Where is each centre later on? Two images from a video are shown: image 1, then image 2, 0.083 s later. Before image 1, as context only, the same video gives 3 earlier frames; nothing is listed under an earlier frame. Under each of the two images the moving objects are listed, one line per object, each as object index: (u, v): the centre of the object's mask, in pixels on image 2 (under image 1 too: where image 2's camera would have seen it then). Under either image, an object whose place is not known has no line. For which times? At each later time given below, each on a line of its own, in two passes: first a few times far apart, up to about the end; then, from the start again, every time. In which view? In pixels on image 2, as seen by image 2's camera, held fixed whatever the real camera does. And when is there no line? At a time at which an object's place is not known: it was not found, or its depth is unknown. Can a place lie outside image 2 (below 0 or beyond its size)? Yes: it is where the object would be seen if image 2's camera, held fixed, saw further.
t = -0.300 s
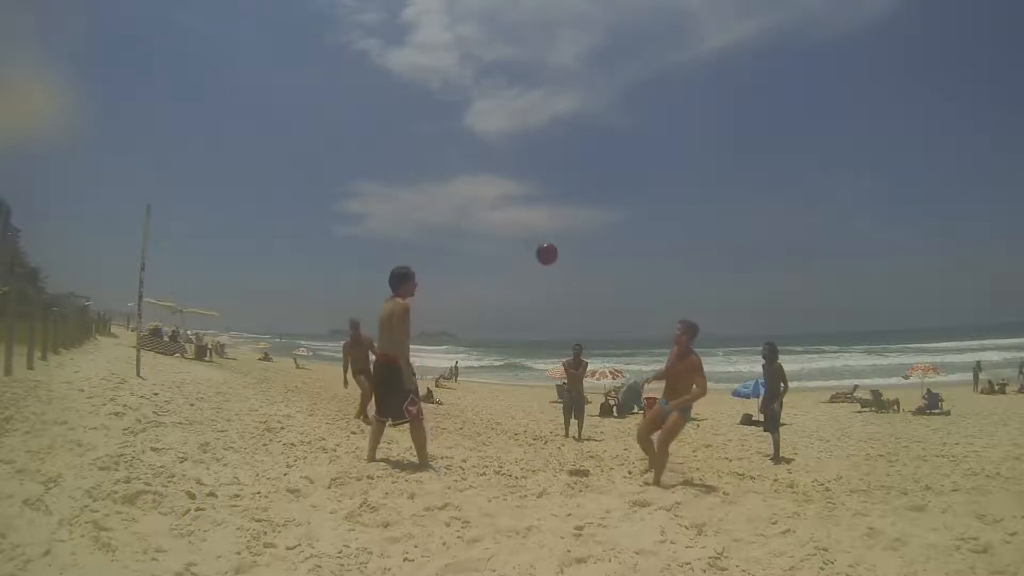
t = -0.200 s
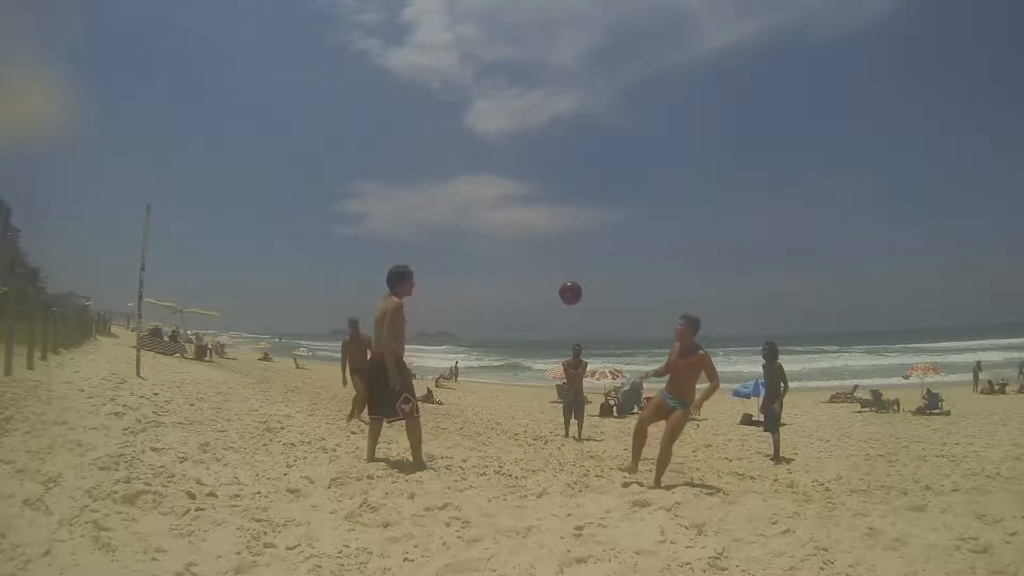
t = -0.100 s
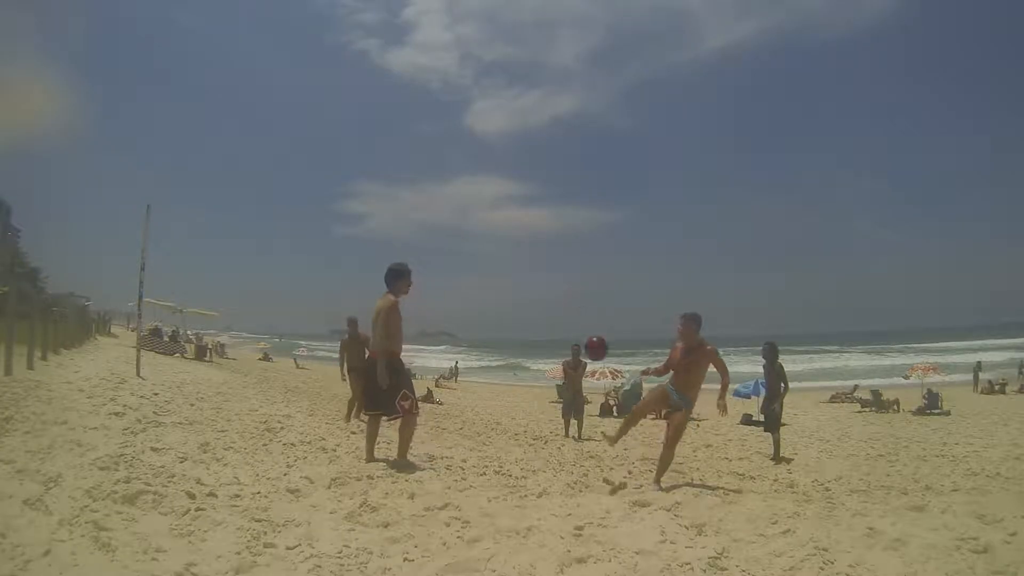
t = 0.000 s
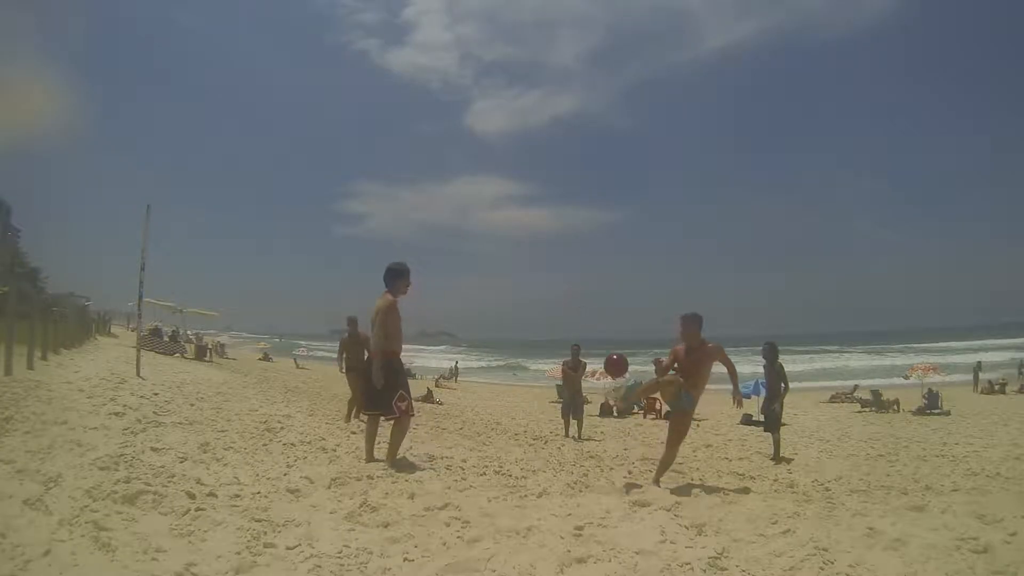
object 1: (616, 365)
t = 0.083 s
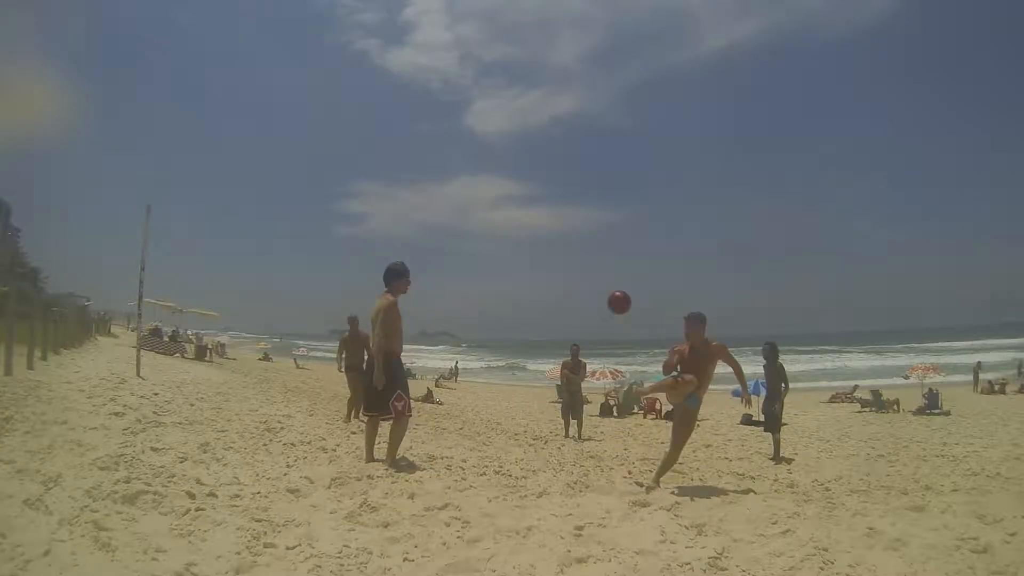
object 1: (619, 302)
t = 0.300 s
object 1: (622, 192)
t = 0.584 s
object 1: (626, 140)
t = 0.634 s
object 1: (628, 138)
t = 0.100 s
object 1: (620, 291)
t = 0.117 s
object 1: (620, 280)
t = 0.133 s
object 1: (620, 270)
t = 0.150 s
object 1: (621, 260)
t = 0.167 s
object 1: (621, 251)
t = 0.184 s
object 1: (621, 242)
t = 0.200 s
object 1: (621, 234)
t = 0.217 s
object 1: (621, 226)
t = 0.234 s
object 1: (622, 218)
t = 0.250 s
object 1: (622, 211)
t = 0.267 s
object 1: (622, 204)
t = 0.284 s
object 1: (622, 198)
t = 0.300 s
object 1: (622, 192)
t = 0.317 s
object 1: (622, 186)
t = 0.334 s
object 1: (622, 181)
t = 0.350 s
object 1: (623, 176)
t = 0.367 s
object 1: (623, 172)
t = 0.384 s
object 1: (623, 168)
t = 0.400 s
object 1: (623, 164)
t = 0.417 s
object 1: (624, 160)
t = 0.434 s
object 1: (624, 157)
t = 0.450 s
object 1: (624, 154)
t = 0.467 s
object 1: (624, 151)
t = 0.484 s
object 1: (624, 149)
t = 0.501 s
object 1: (625, 147)
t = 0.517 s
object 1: (625, 145)
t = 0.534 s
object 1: (625, 143)
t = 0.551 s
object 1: (625, 142)
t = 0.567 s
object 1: (626, 141)
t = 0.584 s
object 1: (626, 140)
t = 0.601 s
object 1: (626, 139)
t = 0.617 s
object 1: (627, 139)
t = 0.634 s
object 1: (628, 138)
